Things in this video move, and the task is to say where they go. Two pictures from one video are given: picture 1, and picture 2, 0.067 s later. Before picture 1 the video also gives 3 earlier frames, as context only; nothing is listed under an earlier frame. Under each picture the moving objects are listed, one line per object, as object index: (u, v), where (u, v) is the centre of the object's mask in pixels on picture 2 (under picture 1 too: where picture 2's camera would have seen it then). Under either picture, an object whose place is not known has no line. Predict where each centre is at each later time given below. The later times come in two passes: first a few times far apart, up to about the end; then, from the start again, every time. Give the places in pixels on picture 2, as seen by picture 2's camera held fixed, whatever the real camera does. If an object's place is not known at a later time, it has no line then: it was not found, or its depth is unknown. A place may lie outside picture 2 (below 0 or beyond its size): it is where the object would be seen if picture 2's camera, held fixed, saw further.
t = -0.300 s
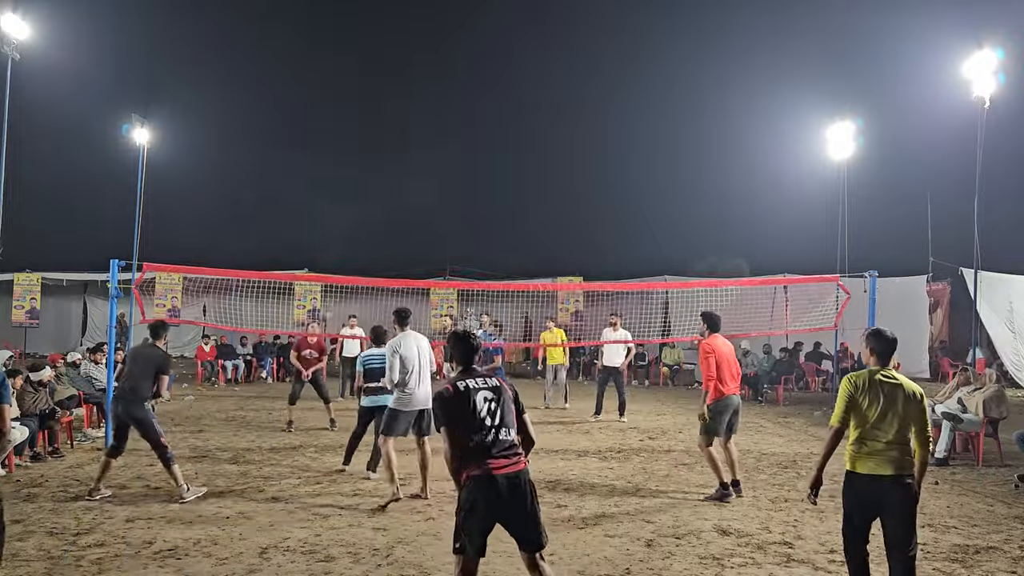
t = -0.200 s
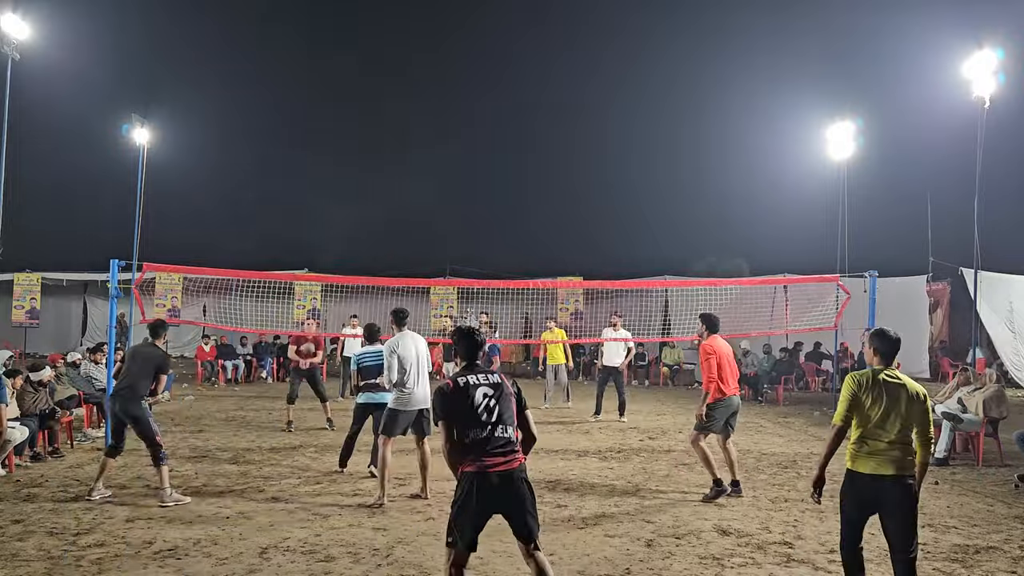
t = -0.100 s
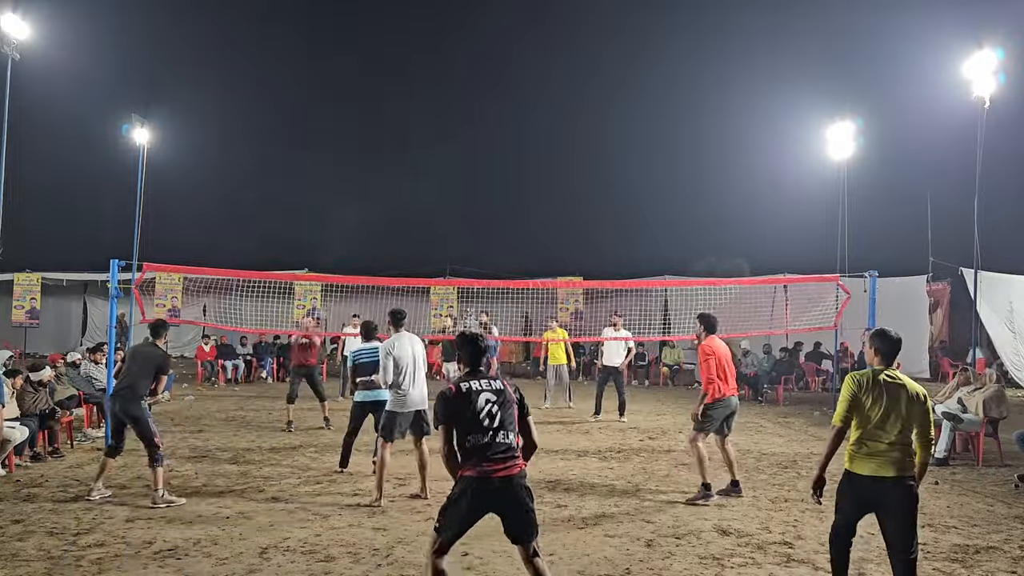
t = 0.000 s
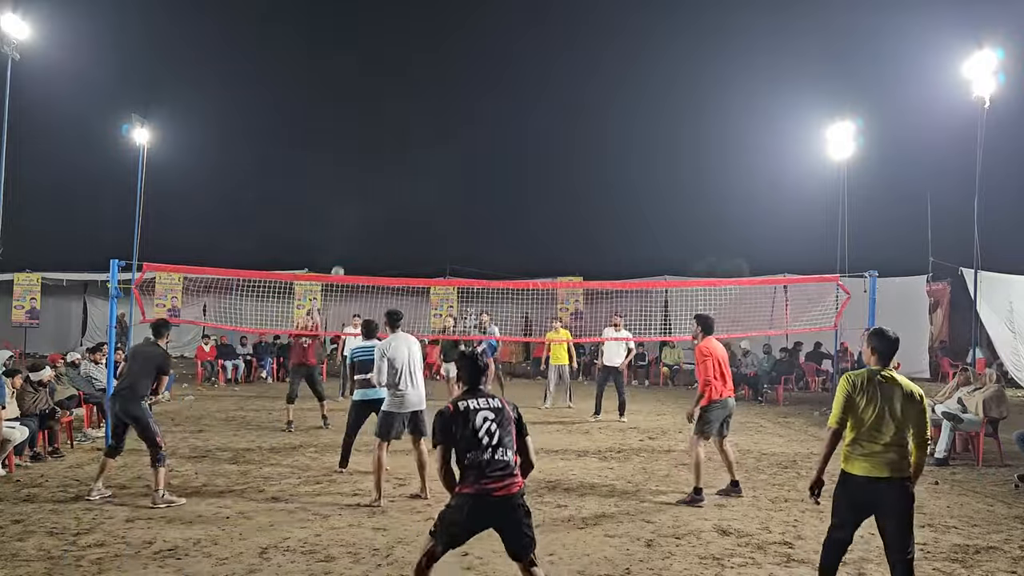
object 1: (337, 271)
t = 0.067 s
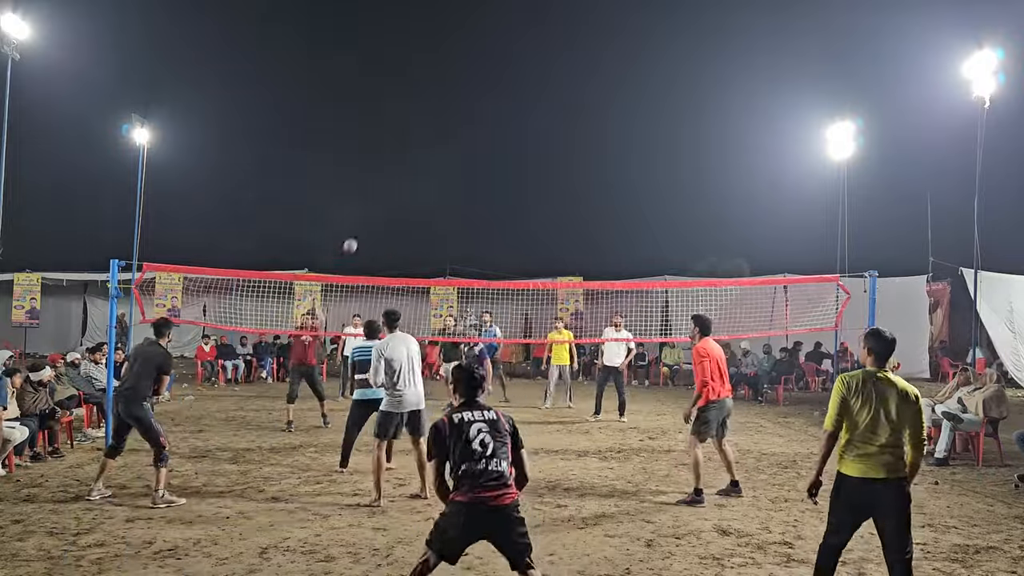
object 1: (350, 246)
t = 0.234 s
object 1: (384, 188)
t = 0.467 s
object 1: (442, 133)
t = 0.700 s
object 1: (517, 118)
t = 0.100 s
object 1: (356, 234)
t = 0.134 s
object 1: (363, 222)
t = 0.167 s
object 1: (370, 210)
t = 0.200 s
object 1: (377, 199)
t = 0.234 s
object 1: (384, 188)
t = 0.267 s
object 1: (392, 178)
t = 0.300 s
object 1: (399, 169)
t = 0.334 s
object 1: (407, 160)
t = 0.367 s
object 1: (415, 152)
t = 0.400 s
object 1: (424, 145)
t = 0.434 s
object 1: (433, 139)
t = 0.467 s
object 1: (442, 133)
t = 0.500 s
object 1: (452, 127)
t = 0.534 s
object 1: (461, 123)
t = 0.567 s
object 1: (471, 120)
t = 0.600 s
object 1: (482, 118)
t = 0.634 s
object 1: (493, 116)
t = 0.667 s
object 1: (505, 117)
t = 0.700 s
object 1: (517, 118)
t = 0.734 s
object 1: (529, 121)
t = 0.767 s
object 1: (542, 124)
